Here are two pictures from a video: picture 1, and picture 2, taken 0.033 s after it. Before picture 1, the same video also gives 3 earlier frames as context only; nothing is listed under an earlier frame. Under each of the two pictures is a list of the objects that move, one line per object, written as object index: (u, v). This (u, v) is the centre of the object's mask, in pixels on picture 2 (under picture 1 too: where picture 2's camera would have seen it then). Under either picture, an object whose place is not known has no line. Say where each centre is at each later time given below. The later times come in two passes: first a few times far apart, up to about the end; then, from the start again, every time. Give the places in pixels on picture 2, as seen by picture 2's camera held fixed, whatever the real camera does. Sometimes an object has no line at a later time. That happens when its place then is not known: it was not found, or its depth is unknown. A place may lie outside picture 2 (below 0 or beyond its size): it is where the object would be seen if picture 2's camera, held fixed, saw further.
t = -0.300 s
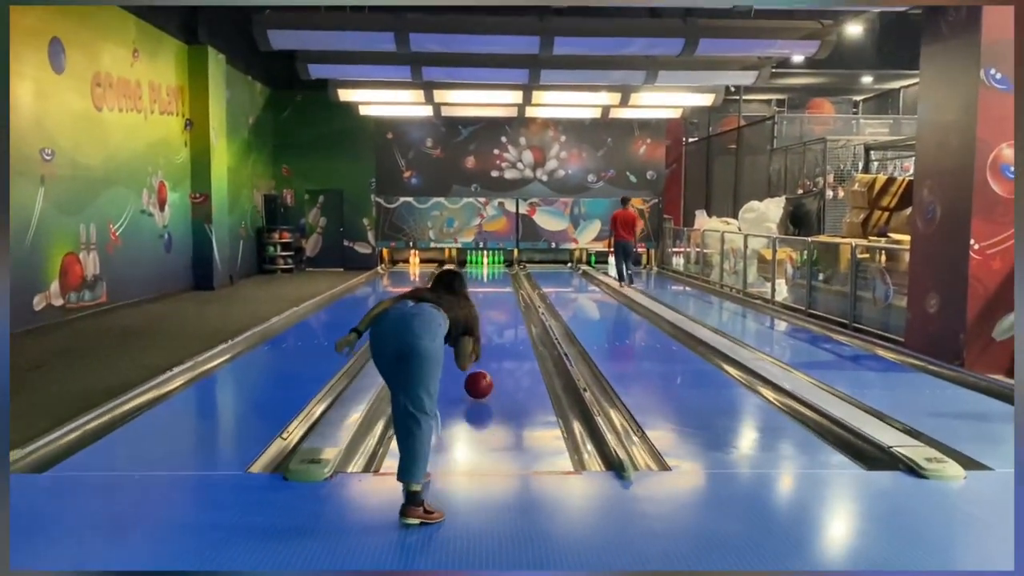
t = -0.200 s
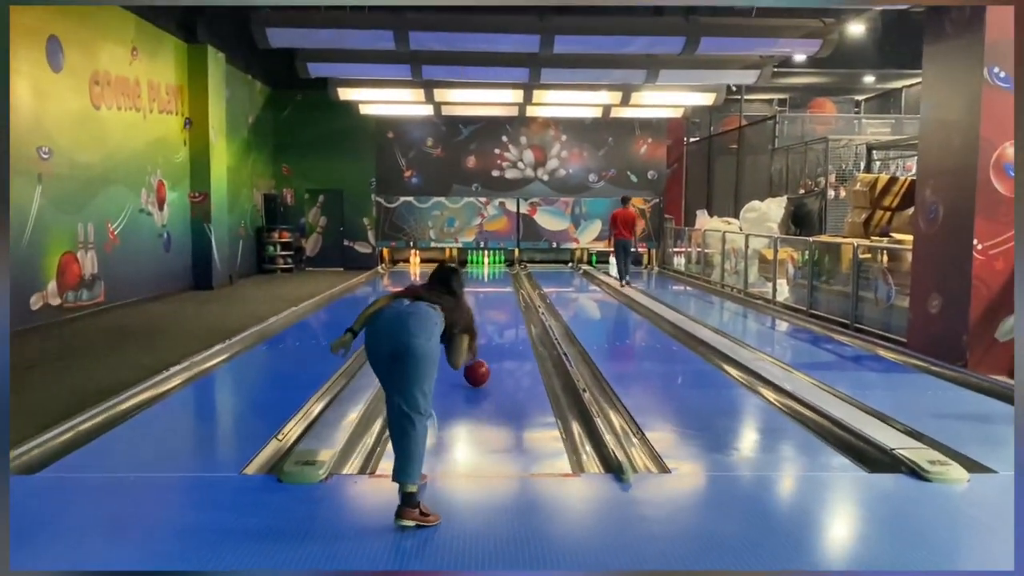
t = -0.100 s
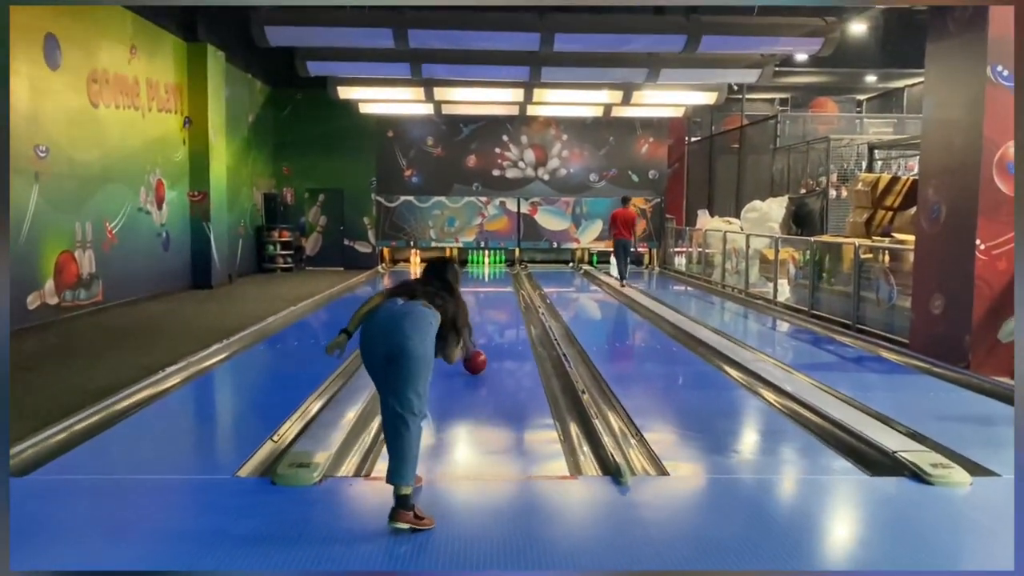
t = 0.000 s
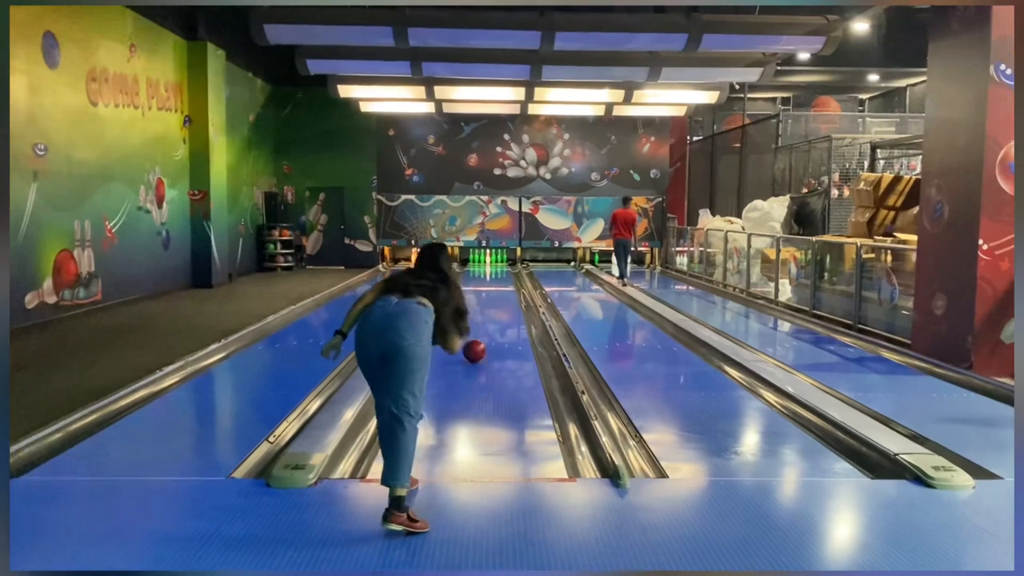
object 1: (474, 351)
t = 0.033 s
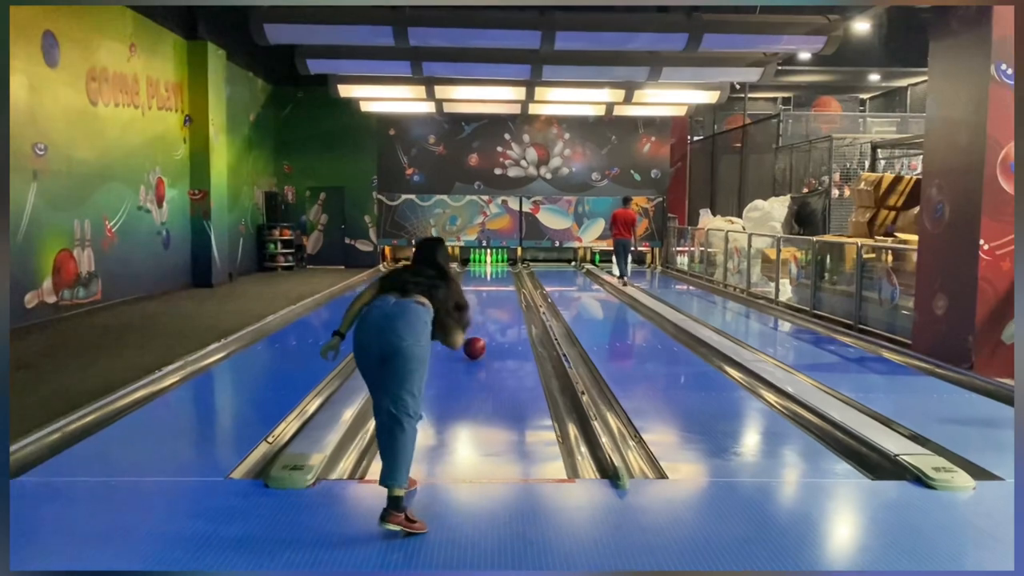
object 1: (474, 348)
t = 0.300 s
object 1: (473, 327)
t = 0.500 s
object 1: (473, 315)
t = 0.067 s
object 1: (474, 344)
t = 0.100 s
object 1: (474, 342)
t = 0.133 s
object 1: (474, 339)
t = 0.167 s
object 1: (474, 337)
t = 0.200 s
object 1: (474, 334)
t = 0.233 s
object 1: (473, 331)
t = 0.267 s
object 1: (474, 329)
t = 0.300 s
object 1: (473, 327)
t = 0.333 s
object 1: (473, 324)
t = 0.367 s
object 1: (473, 322)
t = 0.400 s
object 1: (473, 321)
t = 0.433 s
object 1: (473, 319)
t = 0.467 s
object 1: (473, 317)
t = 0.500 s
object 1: (473, 315)
